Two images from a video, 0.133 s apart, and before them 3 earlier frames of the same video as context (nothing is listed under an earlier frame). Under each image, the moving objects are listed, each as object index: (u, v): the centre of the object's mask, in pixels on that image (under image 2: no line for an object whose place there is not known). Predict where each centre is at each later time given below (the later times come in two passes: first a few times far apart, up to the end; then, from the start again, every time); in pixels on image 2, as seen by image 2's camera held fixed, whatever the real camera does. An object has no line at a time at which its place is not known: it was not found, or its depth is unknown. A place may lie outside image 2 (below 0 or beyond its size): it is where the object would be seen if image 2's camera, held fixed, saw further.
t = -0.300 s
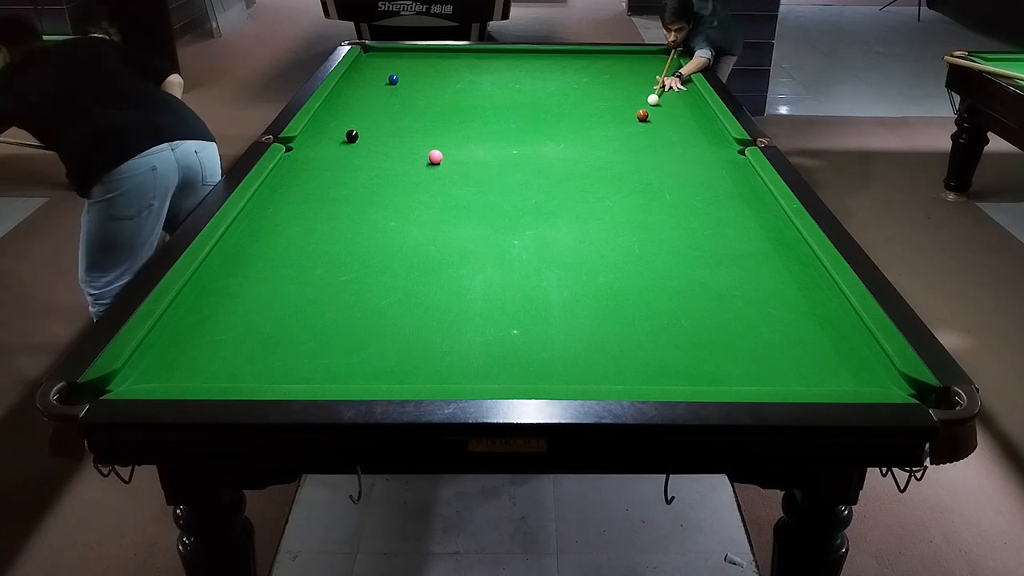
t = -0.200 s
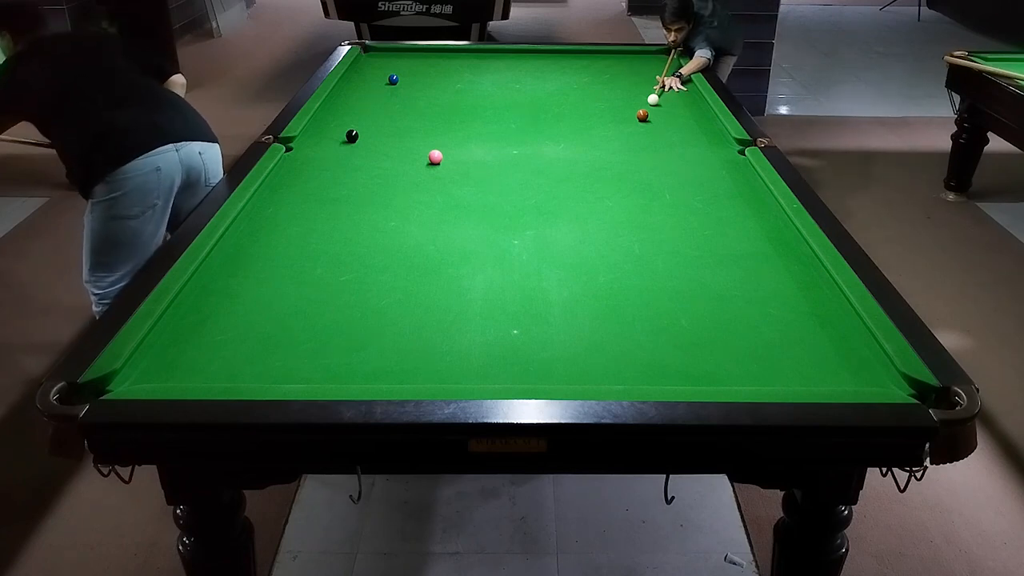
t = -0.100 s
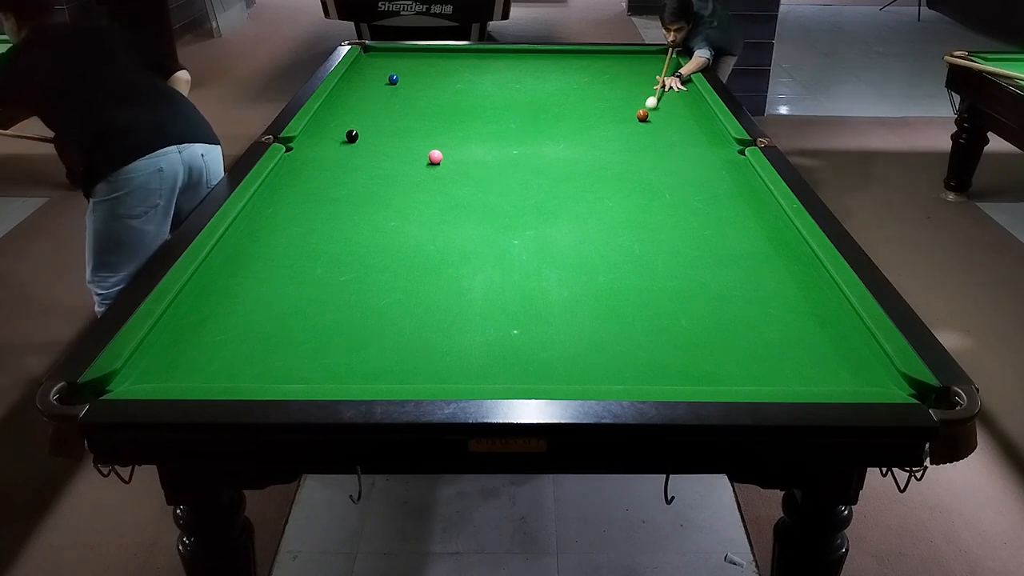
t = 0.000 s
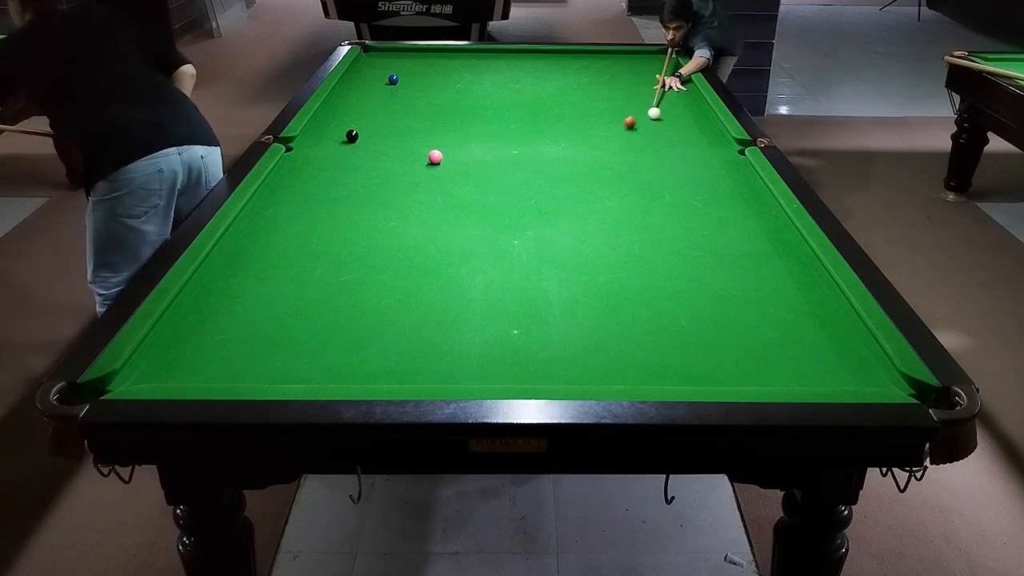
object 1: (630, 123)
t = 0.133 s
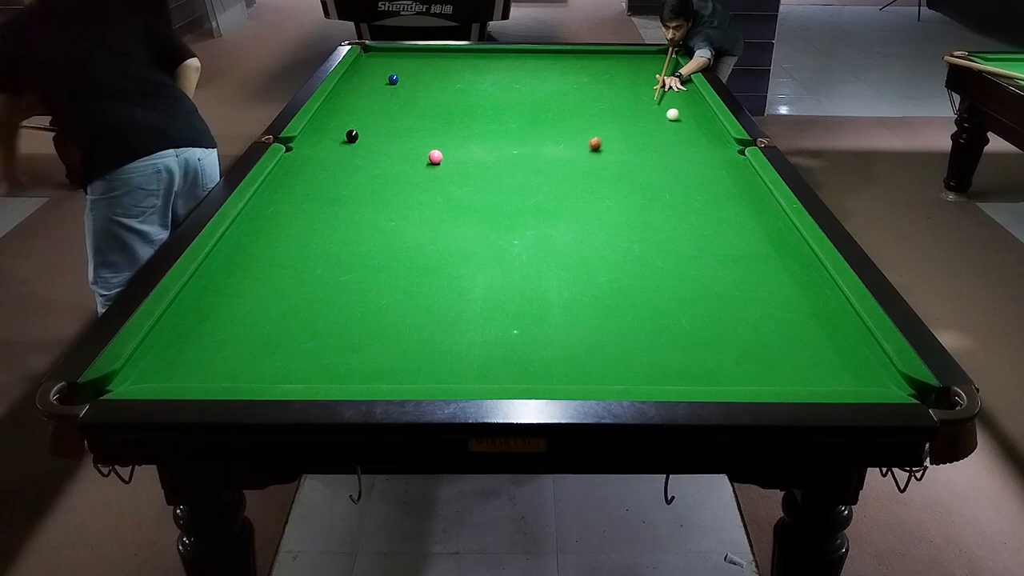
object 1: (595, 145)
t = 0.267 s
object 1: (560, 166)
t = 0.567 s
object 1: (468, 222)
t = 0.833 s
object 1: (355, 290)
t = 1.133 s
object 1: (190, 374)
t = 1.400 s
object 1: (181, 312)
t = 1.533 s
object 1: (217, 290)
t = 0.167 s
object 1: (586, 150)
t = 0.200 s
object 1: (577, 155)
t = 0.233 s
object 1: (569, 161)
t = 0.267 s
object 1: (560, 166)
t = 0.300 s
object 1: (551, 171)
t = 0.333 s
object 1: (542, 177)
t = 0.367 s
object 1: (532, 183)
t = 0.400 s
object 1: (522, 189)
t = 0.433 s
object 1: (512, 195)
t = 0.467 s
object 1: (502, 201)
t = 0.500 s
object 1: (491, 208)
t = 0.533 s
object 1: (480, 215)
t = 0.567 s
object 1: (468, 222)
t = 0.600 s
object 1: (456, 229)
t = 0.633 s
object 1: (443, 237)
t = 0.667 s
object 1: (430, 245)
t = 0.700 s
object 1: (417, 253)
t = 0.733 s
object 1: (402, 261)
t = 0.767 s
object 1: (387, 270)
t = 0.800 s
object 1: (372, 279)
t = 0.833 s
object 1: (355, 290)
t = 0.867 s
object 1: (338, 299)
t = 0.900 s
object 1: (320, 310)
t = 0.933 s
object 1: (301, 321)
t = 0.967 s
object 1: (282, 333)
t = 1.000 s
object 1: (262, 345)
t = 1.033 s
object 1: (240, 359)
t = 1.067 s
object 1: (218, 370)
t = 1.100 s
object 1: (198, 378)
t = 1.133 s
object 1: (190, 374)
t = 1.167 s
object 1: (186, 367)
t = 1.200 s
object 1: (183, 357)
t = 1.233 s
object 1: (180, 348)
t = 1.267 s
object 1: (177, 339)
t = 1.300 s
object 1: (174, 332)
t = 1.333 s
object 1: (171, 325)
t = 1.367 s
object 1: (171, 318)
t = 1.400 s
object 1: (181, 312)
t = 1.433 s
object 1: (191, 306)
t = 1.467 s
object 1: (200, 300)
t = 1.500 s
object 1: (209, 295)
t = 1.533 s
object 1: (217, 290)
